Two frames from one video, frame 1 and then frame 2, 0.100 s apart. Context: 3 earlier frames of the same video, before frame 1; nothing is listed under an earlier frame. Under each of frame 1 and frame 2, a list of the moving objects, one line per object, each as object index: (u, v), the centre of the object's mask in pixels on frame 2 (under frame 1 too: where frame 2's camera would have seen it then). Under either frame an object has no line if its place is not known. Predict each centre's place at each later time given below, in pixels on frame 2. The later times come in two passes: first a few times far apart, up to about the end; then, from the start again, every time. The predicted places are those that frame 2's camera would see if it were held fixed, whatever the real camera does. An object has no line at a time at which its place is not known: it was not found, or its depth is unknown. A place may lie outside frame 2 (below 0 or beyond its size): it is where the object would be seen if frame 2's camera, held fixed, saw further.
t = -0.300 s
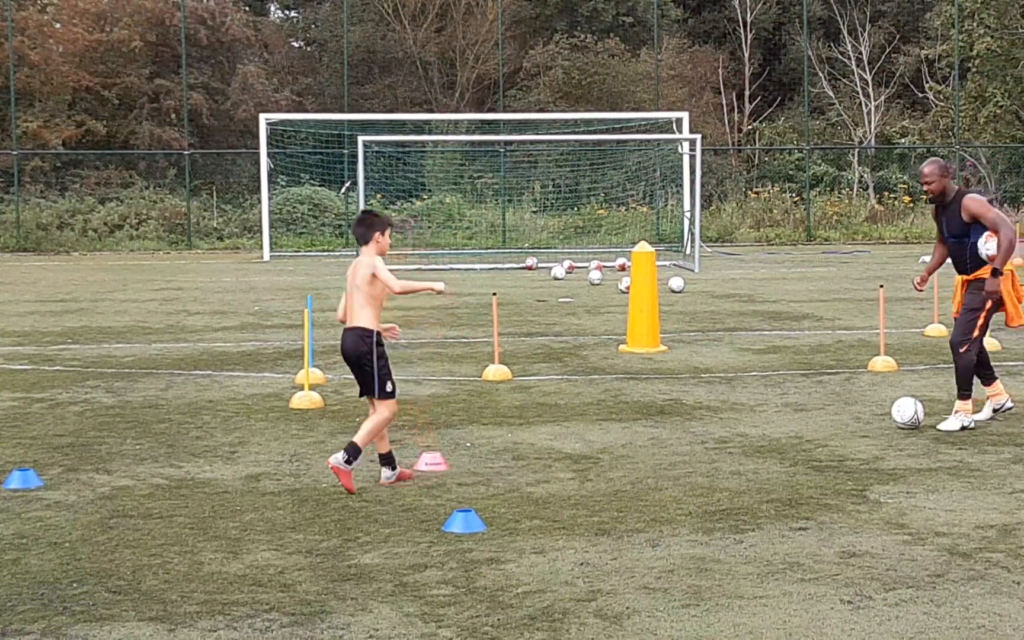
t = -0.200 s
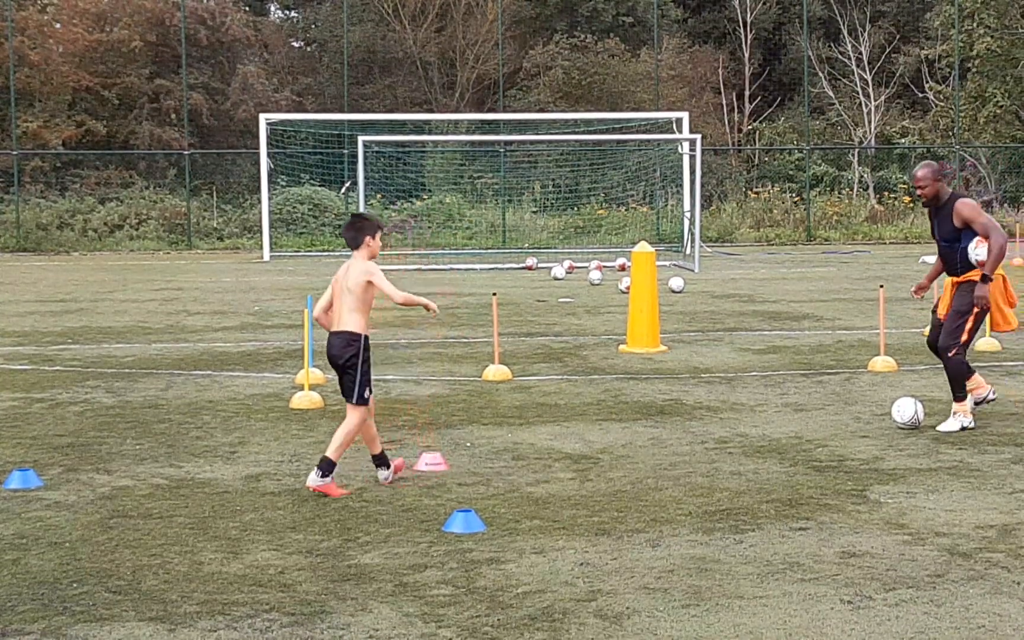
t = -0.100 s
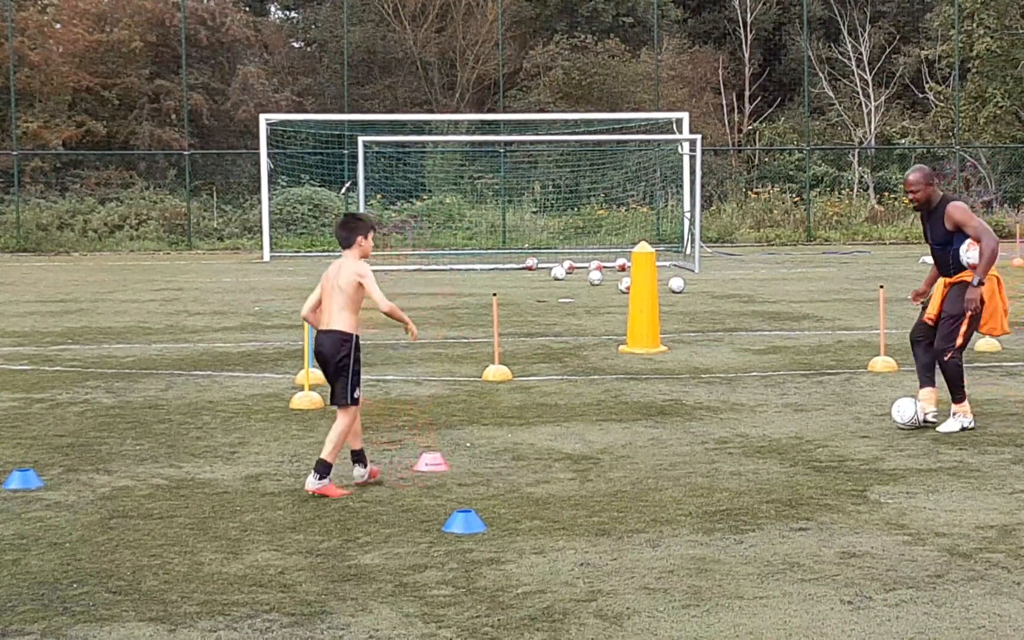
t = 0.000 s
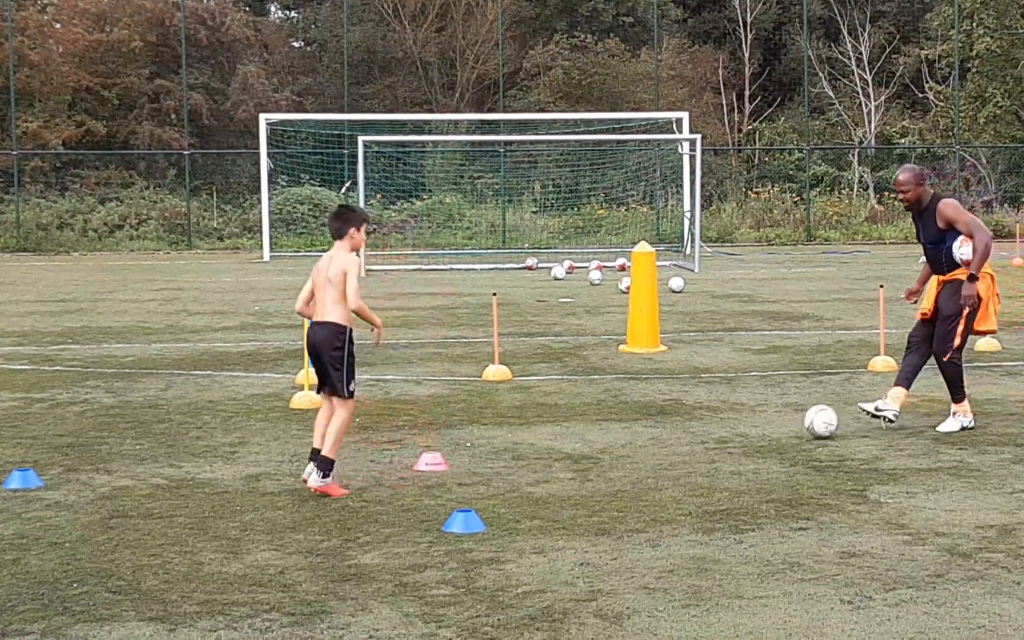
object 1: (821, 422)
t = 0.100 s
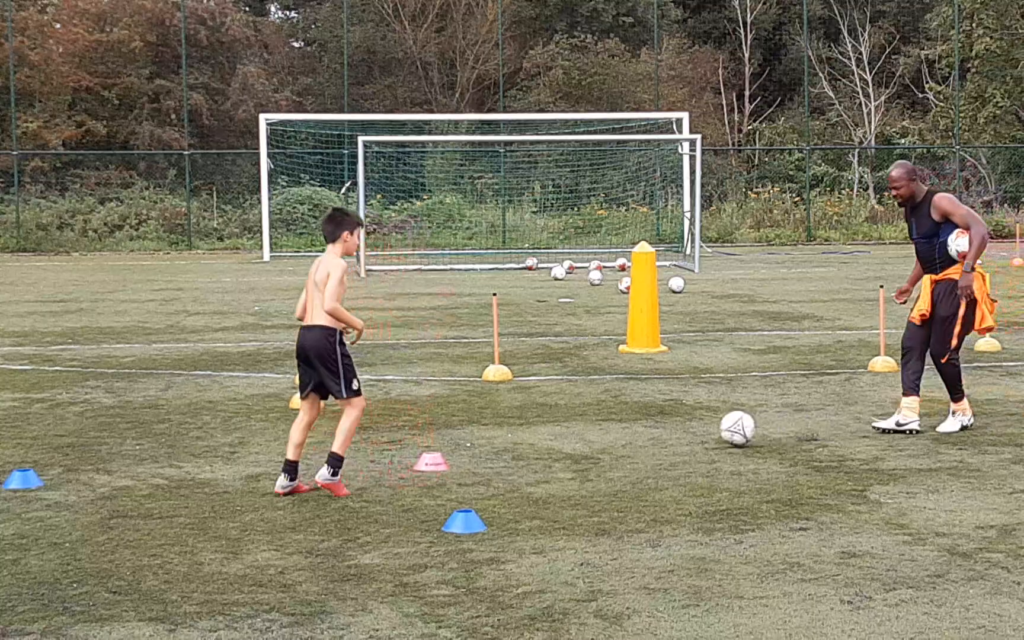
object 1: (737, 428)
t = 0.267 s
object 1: (605, 443)
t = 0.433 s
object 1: (489, 454)
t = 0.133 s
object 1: (709, 433)
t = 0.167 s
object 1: (682, 434)
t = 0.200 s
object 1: (656, 436)
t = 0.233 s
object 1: (630, 438)
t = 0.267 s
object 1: (605, 443)
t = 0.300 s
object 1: (580, 448)
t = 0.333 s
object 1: (558, 447)
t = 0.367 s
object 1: (535, 446)
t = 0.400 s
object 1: (511, 449)
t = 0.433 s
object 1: (489, 454)
